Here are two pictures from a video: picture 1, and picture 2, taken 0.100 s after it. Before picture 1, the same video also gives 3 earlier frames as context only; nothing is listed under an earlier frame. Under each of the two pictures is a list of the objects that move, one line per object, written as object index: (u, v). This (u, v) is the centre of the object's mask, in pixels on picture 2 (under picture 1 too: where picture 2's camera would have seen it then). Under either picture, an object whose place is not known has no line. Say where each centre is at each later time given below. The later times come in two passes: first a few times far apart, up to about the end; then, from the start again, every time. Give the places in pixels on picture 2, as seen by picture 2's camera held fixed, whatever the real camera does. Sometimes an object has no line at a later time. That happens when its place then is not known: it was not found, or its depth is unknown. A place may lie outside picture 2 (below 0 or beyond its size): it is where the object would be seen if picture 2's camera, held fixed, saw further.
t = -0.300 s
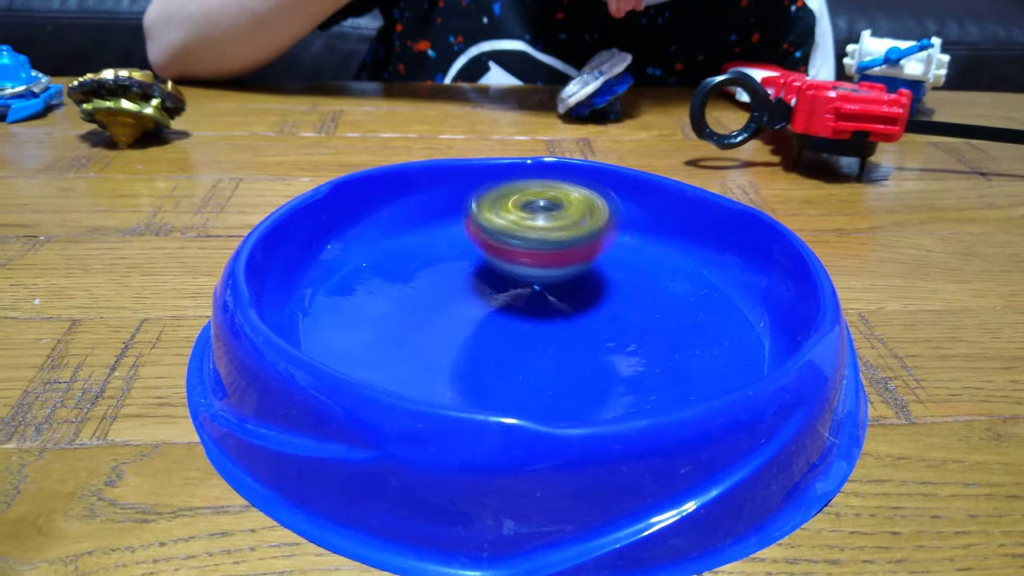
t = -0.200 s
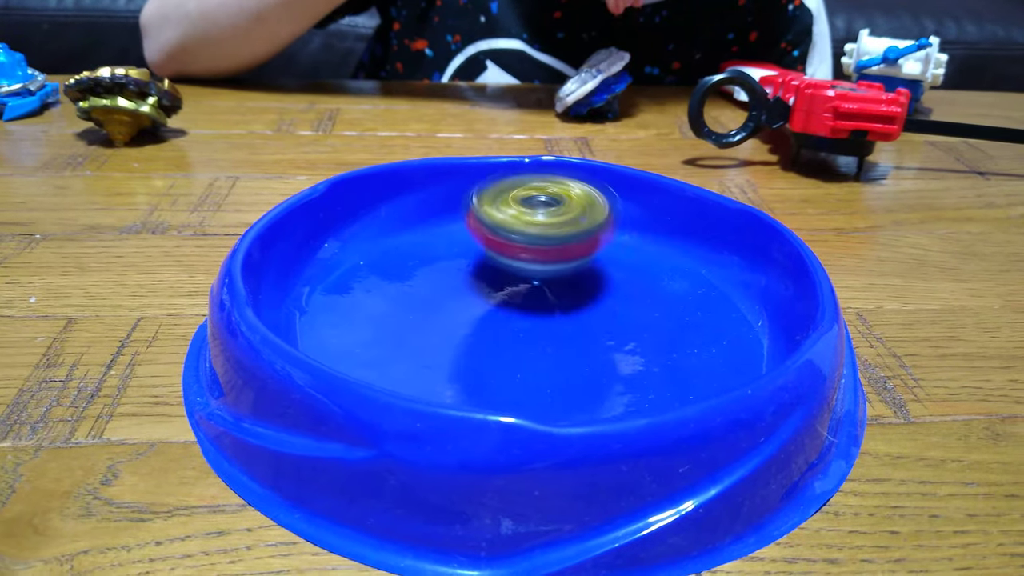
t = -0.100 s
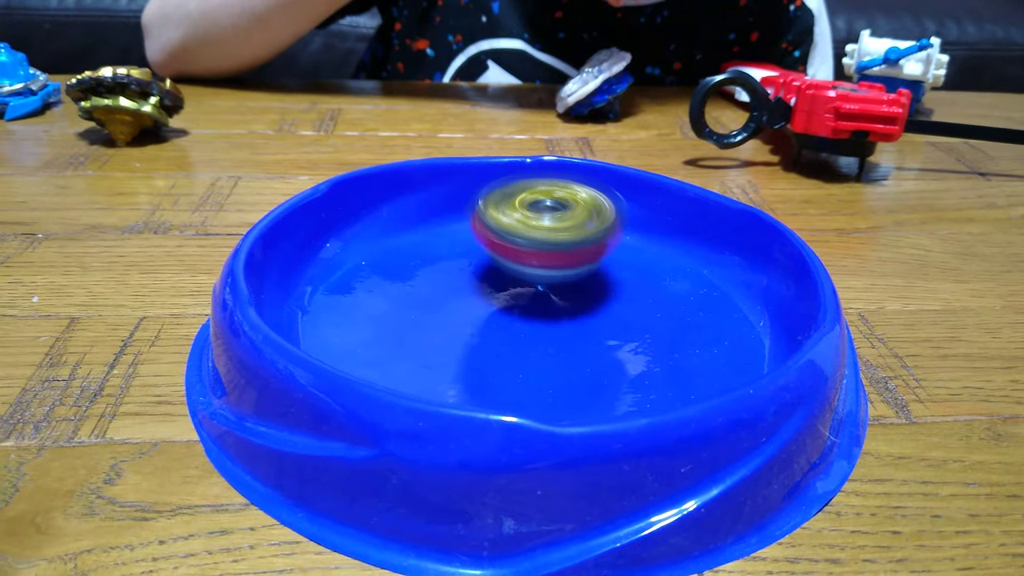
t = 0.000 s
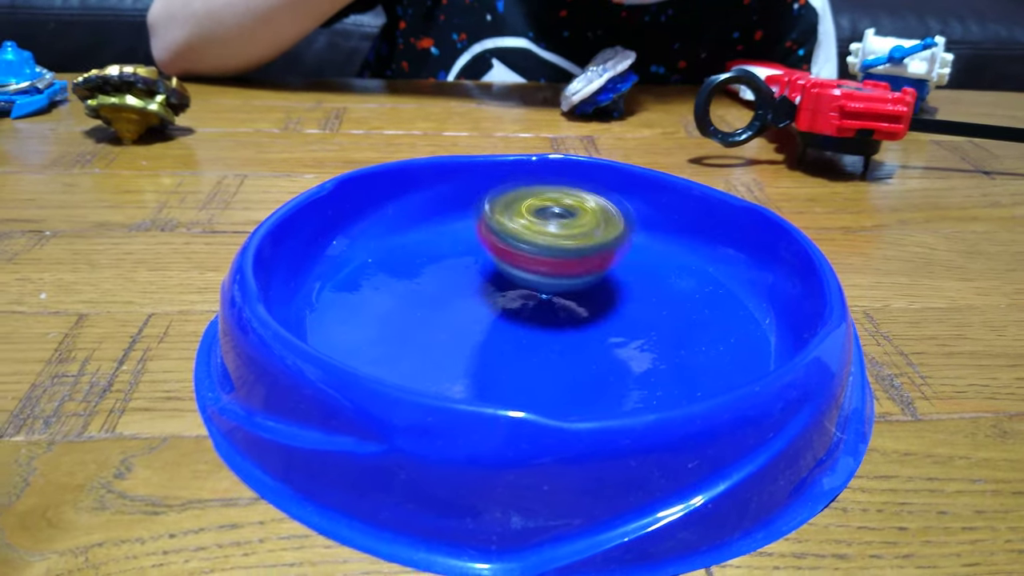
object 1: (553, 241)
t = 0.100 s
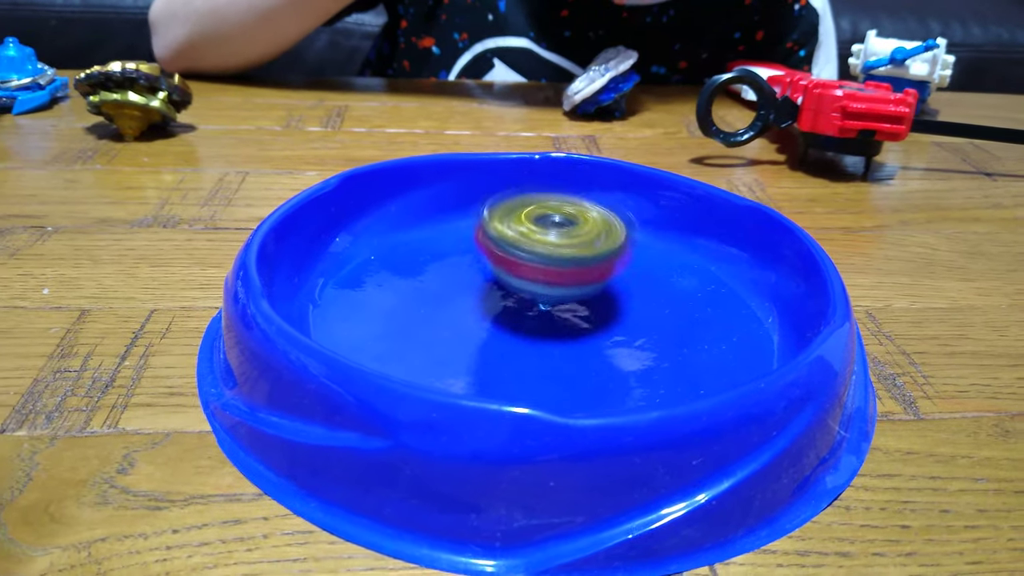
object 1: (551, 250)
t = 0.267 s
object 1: (544, 276)
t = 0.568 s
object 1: (490, 307)
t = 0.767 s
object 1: (486, 287)
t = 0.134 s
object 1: (550, 254)
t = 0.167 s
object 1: (550, 259)
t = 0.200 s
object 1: (549, 264)
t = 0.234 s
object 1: (546, 271)
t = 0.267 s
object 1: (544, 276)
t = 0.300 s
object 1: (542, 283)
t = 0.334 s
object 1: (539, 287)
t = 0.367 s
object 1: (534, 289)
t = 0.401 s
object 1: (529, 298)
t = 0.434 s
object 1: (522, 302)
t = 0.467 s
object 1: (515, 304)
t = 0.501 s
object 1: (507, 305)
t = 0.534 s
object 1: (499, 308)
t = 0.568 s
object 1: (490, 307)
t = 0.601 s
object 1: (483, 306)
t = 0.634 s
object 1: (478, 303)
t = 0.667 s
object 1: (475, 298)
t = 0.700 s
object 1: (476, 294)
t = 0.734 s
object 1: (480, 291)
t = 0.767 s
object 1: (486, 287)
